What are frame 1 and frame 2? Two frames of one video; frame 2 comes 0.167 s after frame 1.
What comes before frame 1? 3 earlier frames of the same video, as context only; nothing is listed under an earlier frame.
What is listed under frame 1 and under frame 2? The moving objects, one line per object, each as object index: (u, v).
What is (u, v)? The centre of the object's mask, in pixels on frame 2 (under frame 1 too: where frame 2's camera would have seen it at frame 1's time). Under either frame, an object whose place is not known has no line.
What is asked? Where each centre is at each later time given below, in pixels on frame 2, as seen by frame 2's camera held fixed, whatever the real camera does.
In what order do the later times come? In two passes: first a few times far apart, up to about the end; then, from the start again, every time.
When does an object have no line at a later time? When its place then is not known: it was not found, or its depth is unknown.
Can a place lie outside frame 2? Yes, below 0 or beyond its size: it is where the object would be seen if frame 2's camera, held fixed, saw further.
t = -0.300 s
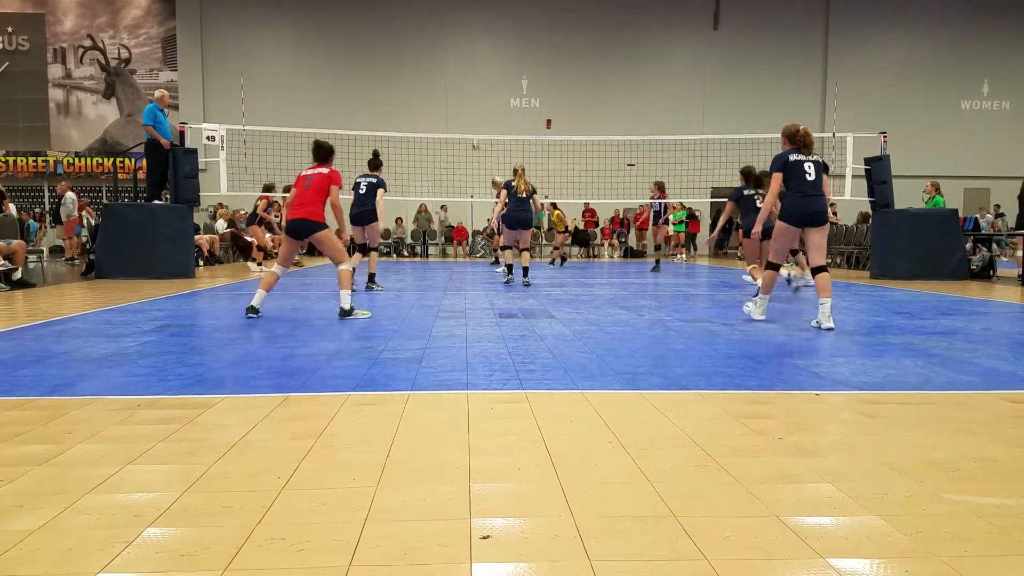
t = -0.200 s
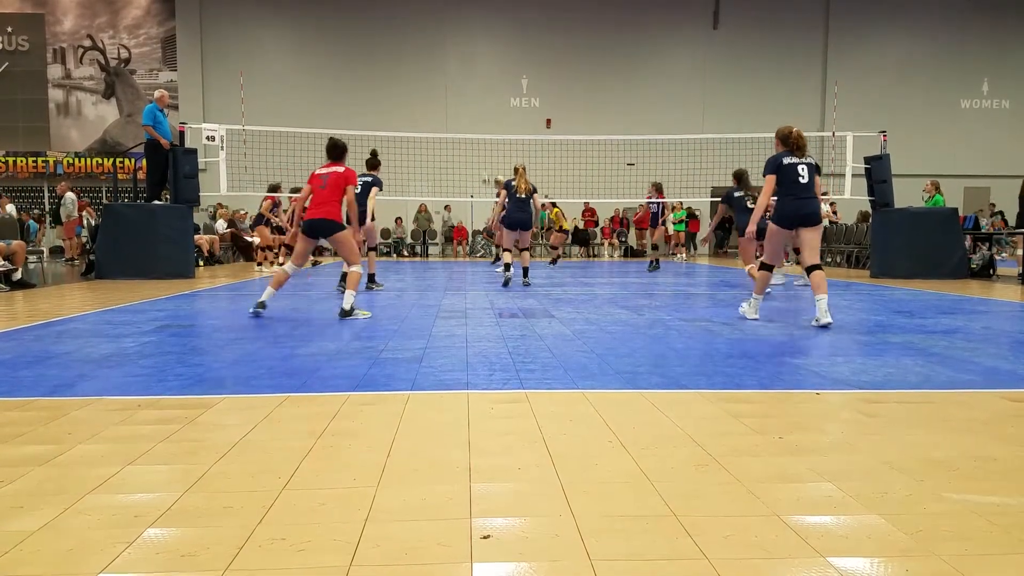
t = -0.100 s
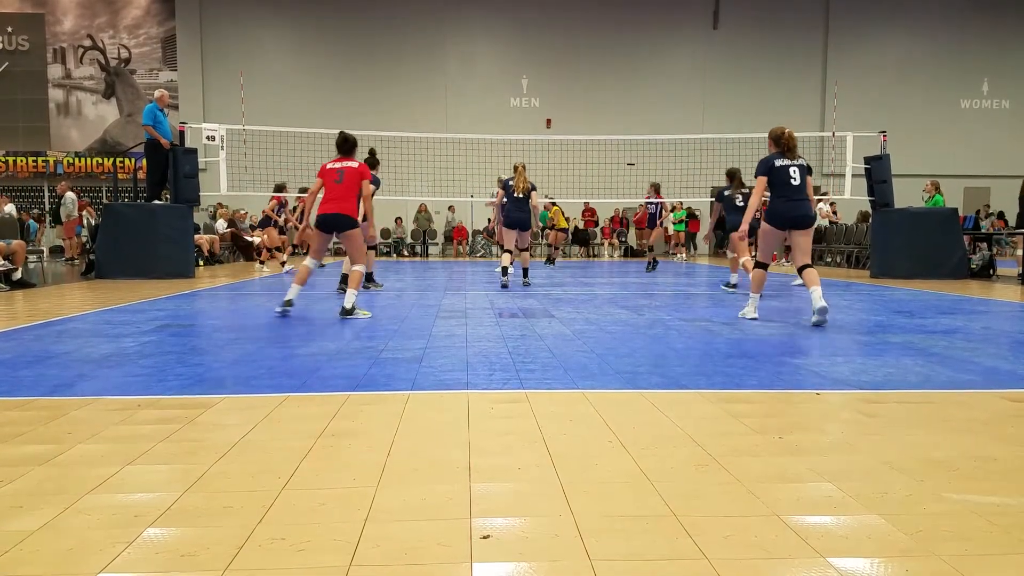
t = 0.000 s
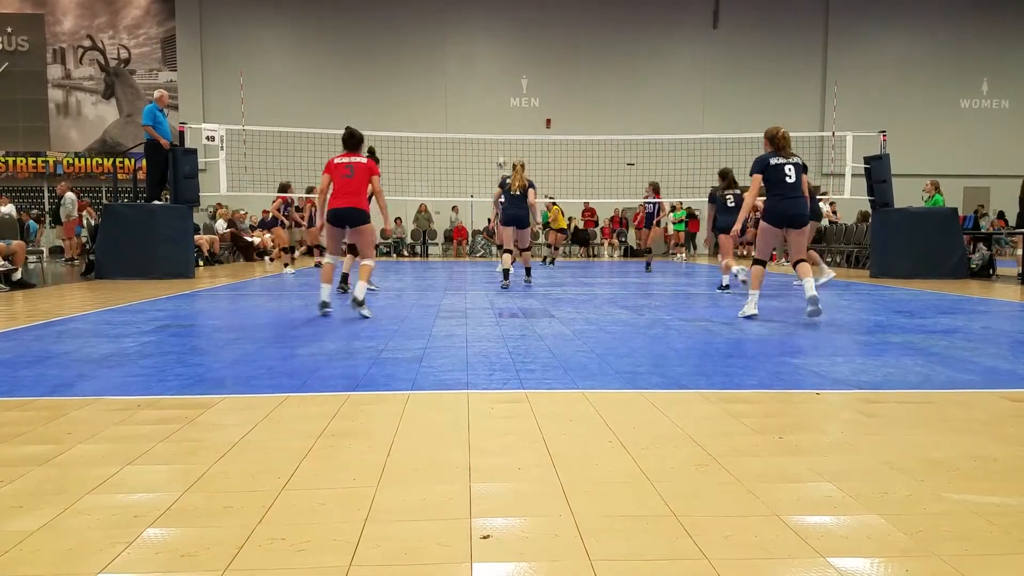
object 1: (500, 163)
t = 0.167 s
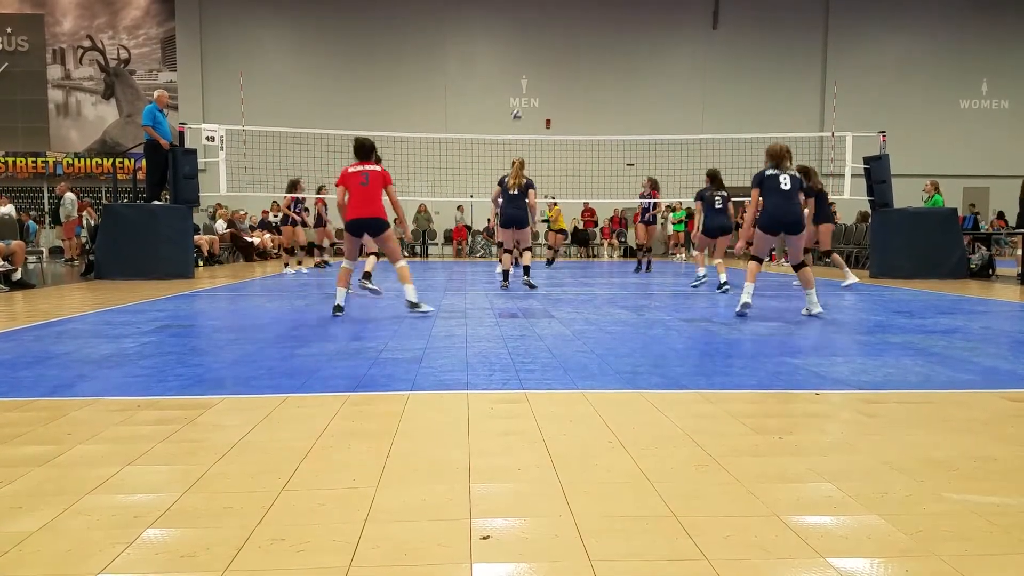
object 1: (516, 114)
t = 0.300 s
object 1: (532, 79)
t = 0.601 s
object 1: (581, 23)
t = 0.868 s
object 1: (647, 21)
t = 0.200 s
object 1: (520, 105)
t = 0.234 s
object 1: (523, 96)
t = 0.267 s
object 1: (527, 87)
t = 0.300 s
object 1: (532, 79)
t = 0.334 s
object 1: (536, 71)
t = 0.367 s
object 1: (541, 63)
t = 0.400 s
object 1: (545, 56)
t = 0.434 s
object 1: (550, 49)
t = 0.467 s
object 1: (556, 43)
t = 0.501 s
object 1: (561, 37)
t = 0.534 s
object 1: (568, 32)
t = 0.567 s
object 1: (573, 28)
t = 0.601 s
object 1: (581, 23)
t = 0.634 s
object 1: (587, 19)
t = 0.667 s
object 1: (594, 16)
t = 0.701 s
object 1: (602, 15)
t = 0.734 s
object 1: (609, 14)
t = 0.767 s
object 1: (618, 14)
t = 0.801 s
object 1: (627, 15)
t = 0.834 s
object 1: (637, 17)
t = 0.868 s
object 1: (647, 21)
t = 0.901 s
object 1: (657, 25)
